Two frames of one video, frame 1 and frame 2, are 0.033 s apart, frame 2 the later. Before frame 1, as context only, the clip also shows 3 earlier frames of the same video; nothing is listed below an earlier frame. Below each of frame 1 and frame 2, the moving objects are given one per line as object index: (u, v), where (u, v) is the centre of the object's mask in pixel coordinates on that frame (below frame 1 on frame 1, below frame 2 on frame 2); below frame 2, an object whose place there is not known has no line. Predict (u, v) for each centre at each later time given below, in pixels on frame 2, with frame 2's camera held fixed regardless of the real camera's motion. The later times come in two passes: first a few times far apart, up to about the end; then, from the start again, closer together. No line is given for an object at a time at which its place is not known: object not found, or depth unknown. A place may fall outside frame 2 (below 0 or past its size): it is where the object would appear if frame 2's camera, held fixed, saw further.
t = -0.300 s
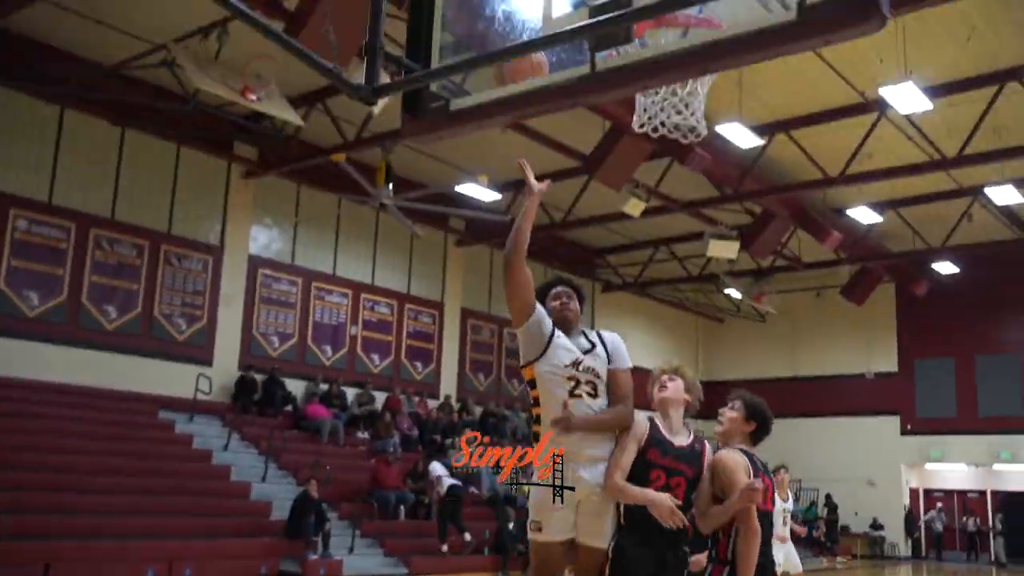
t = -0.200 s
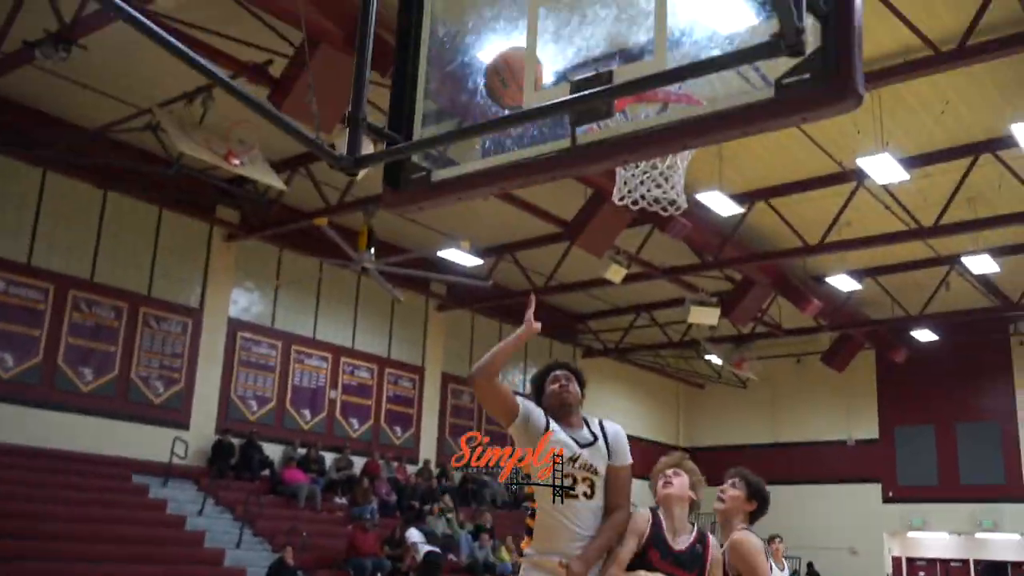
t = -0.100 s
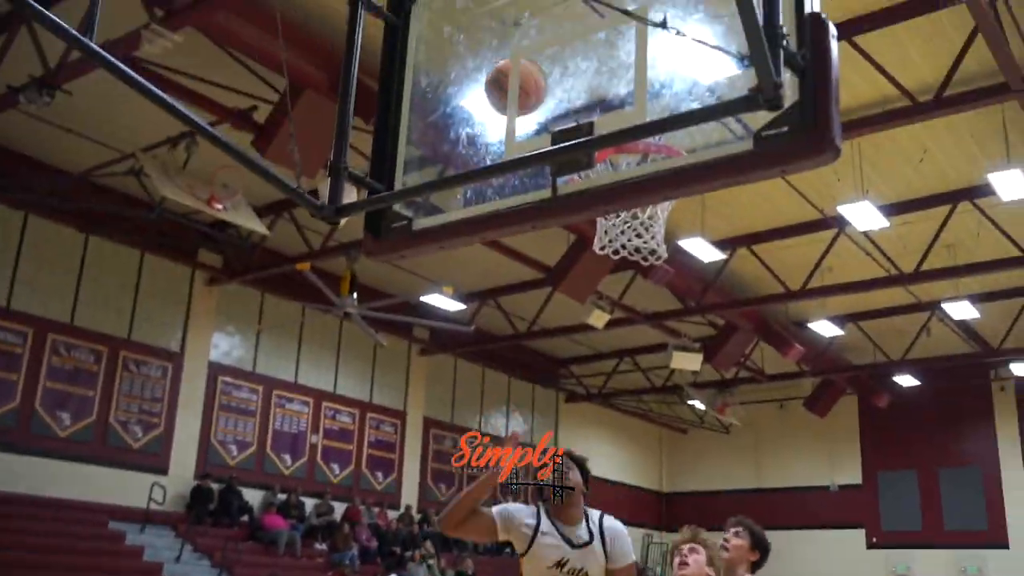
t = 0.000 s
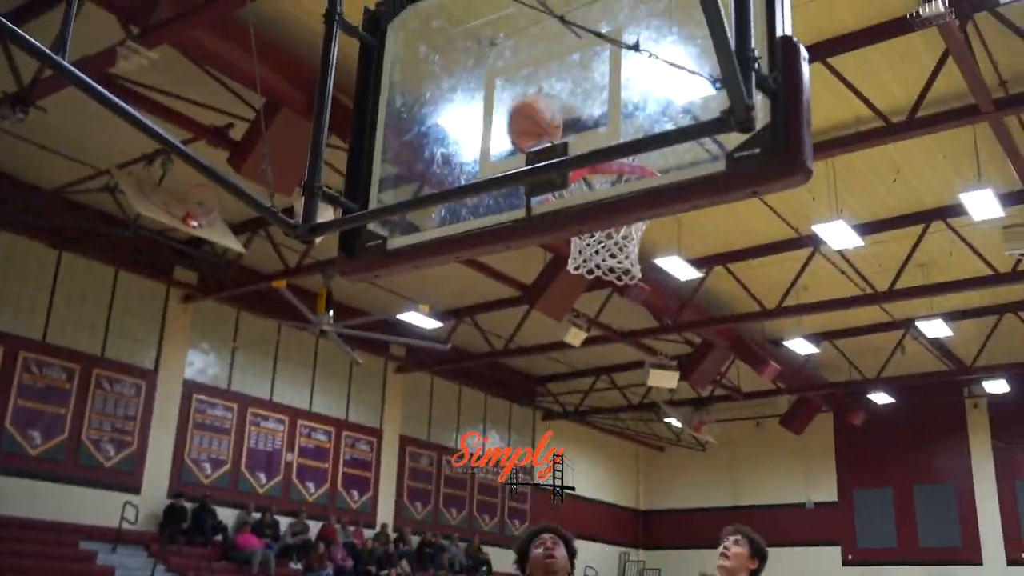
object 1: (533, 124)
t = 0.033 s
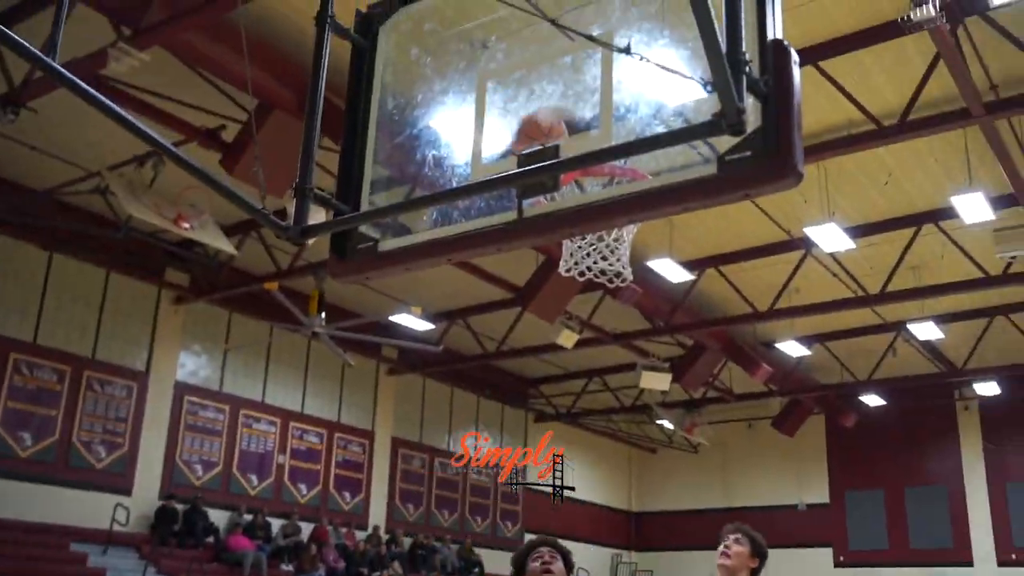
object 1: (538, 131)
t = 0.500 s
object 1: (580, 247)
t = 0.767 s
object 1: (553, 319)
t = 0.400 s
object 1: (601, 232)
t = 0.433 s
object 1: (596, 239)
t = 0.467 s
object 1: (592, 242)
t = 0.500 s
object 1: (580, 247)
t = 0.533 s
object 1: (576, 253)
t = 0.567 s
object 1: (567, 253)
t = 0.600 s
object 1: (565, 257)
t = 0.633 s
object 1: (562, 262)
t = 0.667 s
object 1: (559, 269)
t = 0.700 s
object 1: (557, 283)
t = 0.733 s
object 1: (555, 299)
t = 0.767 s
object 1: (553, 319)
